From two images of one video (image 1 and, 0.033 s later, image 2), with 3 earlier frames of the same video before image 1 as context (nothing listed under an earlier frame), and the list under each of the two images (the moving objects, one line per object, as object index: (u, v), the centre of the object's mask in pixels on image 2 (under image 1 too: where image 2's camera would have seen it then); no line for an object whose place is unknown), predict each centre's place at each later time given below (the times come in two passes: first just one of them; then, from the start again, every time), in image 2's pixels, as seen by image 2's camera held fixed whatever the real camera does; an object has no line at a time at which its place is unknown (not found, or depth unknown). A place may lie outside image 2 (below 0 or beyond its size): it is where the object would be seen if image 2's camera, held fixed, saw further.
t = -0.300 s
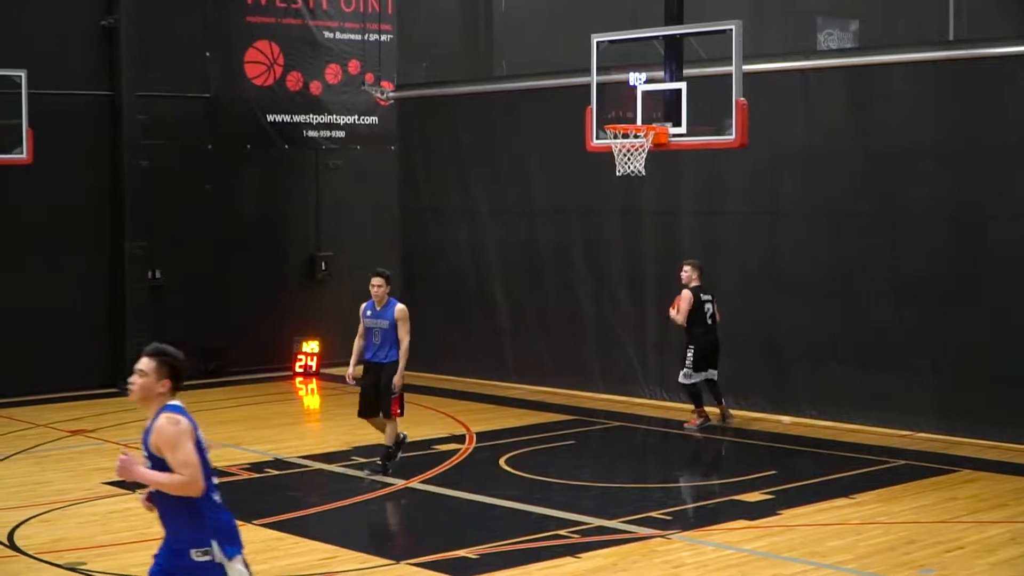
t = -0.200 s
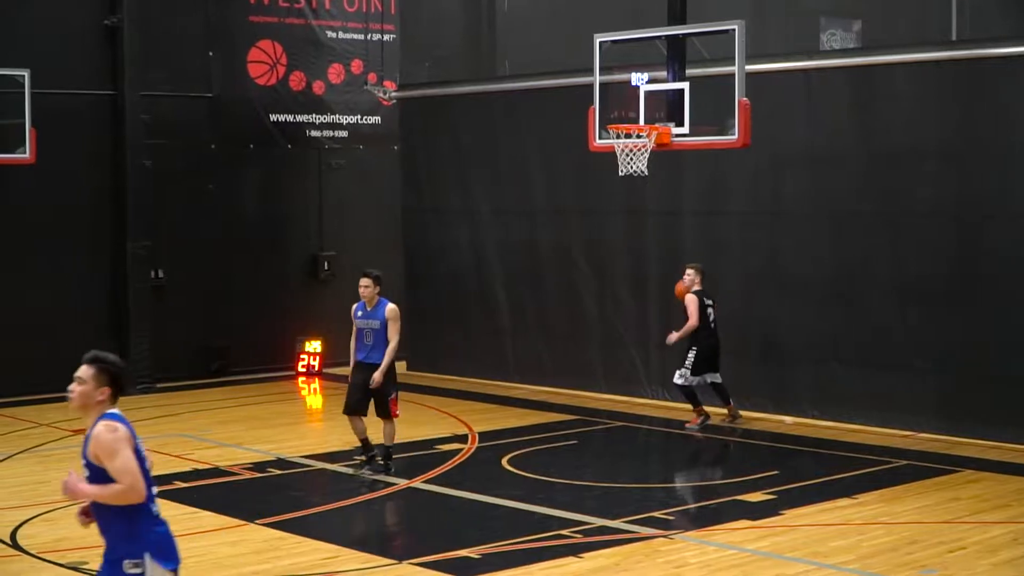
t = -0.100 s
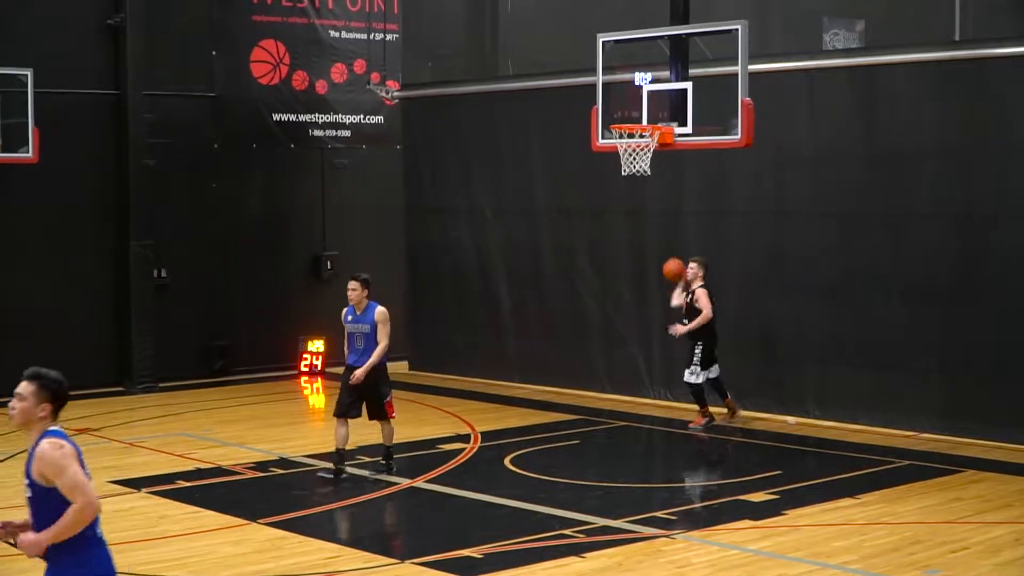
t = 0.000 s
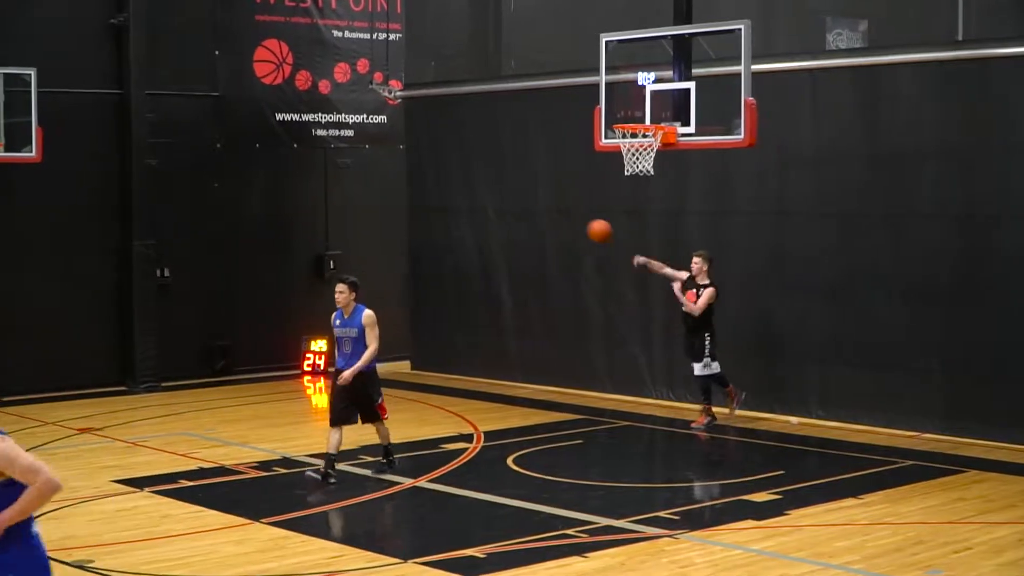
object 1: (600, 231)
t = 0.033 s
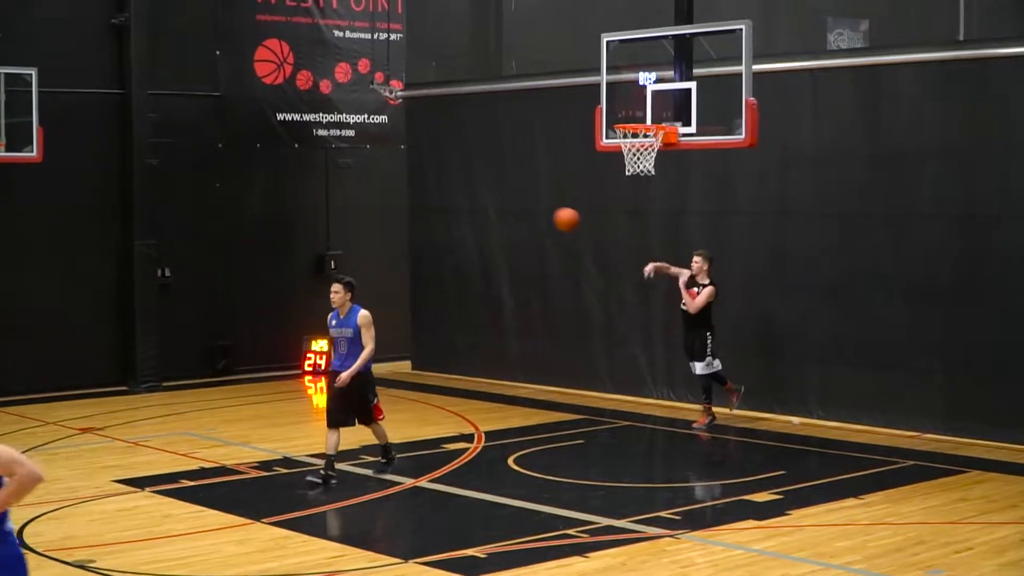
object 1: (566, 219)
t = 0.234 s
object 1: (354, 167)
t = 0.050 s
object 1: (549, 213)
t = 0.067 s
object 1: (532, 208)
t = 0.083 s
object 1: (514, 202)
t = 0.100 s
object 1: (497, 198)
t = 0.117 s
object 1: (480, 193)
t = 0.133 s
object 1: (462, 188)
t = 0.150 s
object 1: (444, 184)
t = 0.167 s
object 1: (426, 180)
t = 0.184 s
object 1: (408, 177)
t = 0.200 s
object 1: (390, 173)
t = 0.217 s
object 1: (372, 169)
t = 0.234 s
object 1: (354, 167)
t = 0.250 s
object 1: (336, 164)
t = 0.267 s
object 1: (317, 162)
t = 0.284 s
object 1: (299, 159)
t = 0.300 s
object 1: (281, 157)
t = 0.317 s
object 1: (264, 155)
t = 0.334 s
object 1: (245, 154)
